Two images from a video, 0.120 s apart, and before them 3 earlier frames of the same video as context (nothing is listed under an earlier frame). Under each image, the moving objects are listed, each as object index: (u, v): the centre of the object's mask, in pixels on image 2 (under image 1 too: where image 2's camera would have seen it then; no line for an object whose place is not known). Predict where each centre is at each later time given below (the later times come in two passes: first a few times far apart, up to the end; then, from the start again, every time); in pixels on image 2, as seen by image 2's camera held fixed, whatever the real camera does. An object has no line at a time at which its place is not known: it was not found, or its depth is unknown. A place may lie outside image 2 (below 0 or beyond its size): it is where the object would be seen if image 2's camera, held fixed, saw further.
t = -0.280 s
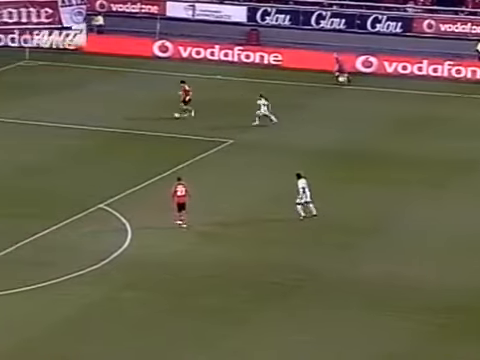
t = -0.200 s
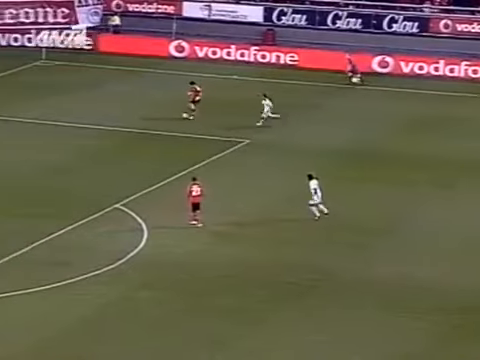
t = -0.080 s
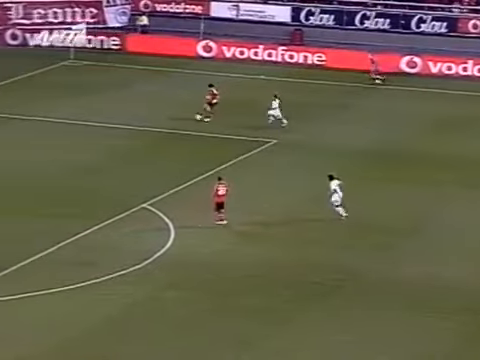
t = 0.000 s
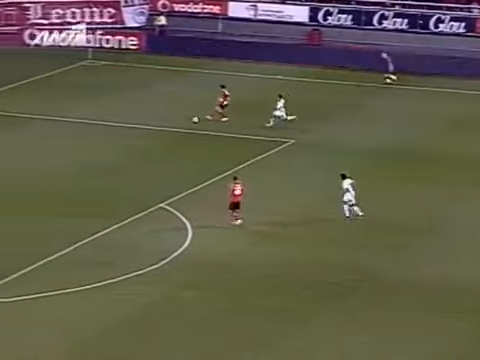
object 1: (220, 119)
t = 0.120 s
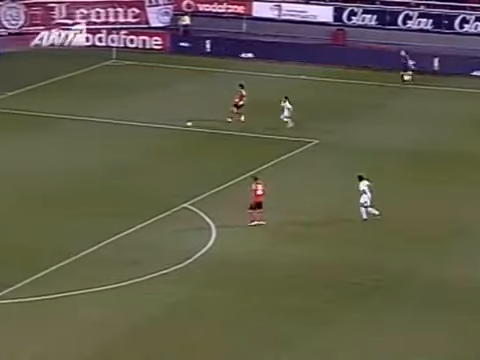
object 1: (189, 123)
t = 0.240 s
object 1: (159, 127)
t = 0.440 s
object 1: (116, 134)
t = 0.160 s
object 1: (178, 125)
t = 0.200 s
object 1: (169, 126)
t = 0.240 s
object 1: (159, 127)
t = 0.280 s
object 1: (151, 129)
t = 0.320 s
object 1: (142, 131)
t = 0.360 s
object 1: (133, 132)
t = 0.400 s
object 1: (124, 133)
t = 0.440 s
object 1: (116, 134)
